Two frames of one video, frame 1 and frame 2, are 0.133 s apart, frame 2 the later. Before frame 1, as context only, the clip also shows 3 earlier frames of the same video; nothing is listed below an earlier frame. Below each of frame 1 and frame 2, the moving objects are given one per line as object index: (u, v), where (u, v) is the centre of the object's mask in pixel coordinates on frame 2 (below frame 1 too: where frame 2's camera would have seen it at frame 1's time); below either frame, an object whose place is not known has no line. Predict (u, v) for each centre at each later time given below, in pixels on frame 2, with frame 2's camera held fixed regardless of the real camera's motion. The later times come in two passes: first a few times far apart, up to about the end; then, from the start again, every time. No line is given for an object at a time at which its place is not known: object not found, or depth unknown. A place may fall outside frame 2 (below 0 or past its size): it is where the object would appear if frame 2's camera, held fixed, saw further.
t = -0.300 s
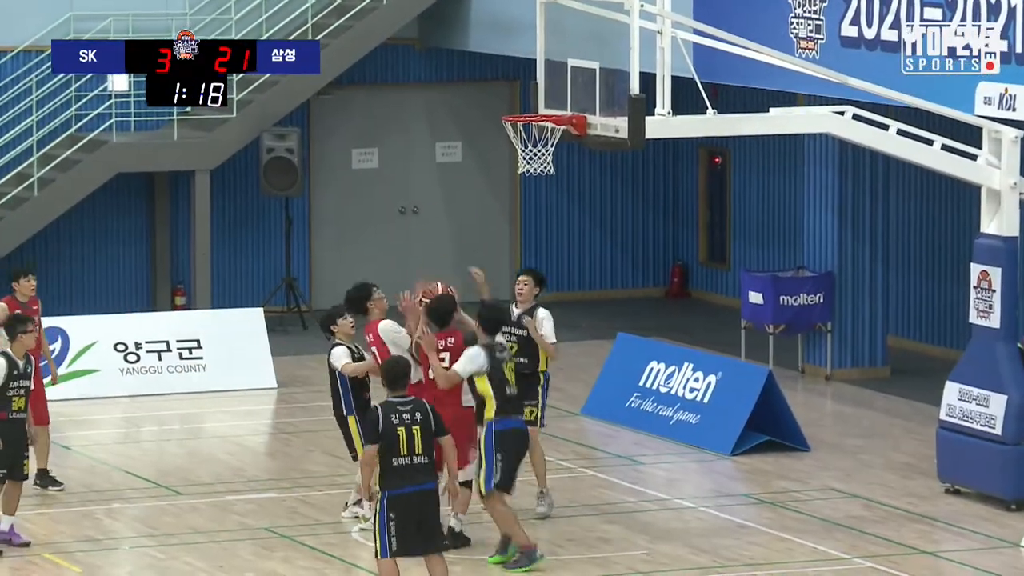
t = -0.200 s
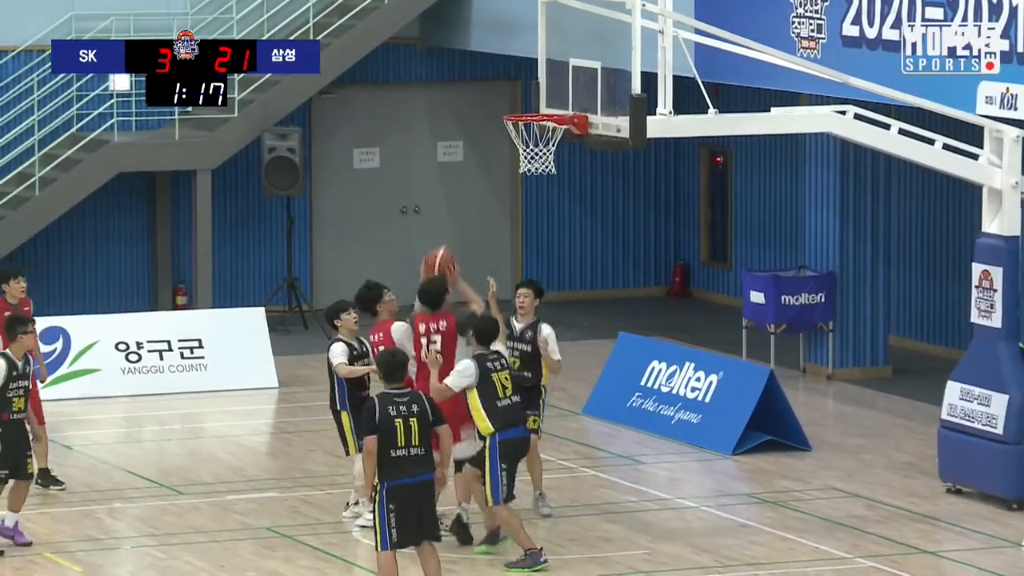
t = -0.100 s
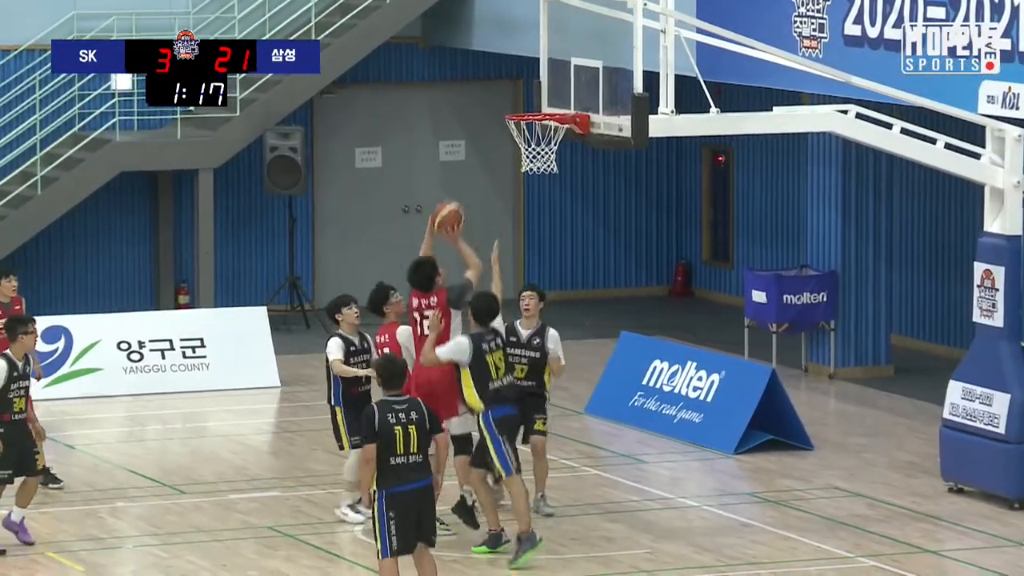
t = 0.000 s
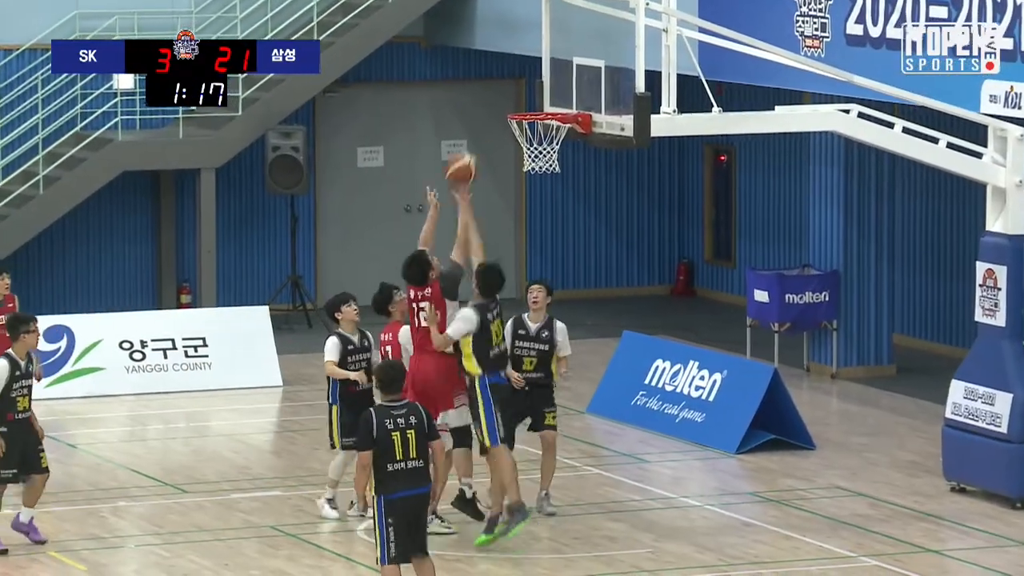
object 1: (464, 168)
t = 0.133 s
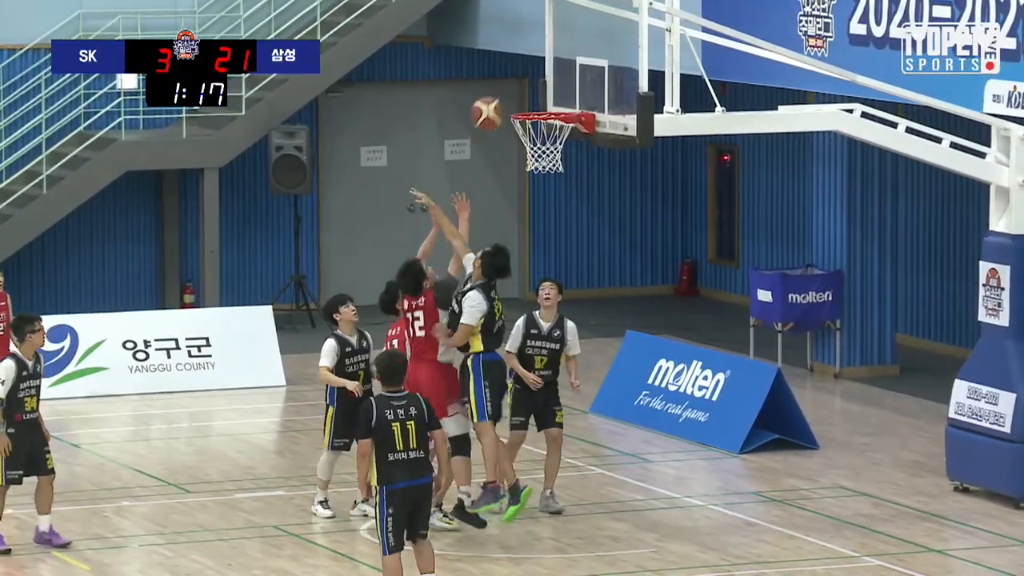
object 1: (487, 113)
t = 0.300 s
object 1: (516, 78)
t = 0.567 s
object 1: (562, 98)
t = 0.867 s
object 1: (575, 92)
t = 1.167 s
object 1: (574, 96)
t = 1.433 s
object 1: (559, 102)
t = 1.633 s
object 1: (547, 162)
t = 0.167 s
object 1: (493, 104)
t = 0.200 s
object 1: (499, 95)
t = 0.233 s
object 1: (504, 89)
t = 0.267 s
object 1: (510, 83)
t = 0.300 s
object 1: (516, 78)
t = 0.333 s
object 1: (522, 76)
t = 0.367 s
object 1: (527, 75)
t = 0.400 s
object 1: (533, 75)
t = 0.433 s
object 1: (539, 77)
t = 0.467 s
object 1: (544, 80)
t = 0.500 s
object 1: (550, 85)
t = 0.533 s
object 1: (556, 90)
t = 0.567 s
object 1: (562, 98)
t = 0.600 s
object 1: (564, 94)
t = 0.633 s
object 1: (565, 89)
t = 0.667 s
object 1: (566, 86)
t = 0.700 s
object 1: (568, 83)
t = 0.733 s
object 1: (570, 82)
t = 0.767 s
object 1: (571, 83)
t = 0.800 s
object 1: (572, 84)
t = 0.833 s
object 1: (574, 87)
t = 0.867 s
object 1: (575, 92)
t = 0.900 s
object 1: (577, 96)
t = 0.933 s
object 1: (579, 92)
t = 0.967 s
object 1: (580, 89)
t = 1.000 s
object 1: (582, 87)
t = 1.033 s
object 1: (581, 86)
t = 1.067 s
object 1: (580, 86)
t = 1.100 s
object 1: (578, 88)
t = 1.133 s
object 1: (576, 91)
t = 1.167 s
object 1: (574, 96)
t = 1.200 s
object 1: (573, 95)
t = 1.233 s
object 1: (570, 92)
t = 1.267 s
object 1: (569, 90)
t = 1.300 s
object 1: (567, 90)
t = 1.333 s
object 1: (565, 91)
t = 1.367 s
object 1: (563, 93)
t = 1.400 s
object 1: (560, 97)
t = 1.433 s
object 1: (559, 102)
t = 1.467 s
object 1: (557, 105)
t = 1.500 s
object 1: (554, 115)
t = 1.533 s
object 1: (555, 132)
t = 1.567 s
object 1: (552, 138)
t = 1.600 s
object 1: (549, 149)
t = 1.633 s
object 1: (547, 162)
